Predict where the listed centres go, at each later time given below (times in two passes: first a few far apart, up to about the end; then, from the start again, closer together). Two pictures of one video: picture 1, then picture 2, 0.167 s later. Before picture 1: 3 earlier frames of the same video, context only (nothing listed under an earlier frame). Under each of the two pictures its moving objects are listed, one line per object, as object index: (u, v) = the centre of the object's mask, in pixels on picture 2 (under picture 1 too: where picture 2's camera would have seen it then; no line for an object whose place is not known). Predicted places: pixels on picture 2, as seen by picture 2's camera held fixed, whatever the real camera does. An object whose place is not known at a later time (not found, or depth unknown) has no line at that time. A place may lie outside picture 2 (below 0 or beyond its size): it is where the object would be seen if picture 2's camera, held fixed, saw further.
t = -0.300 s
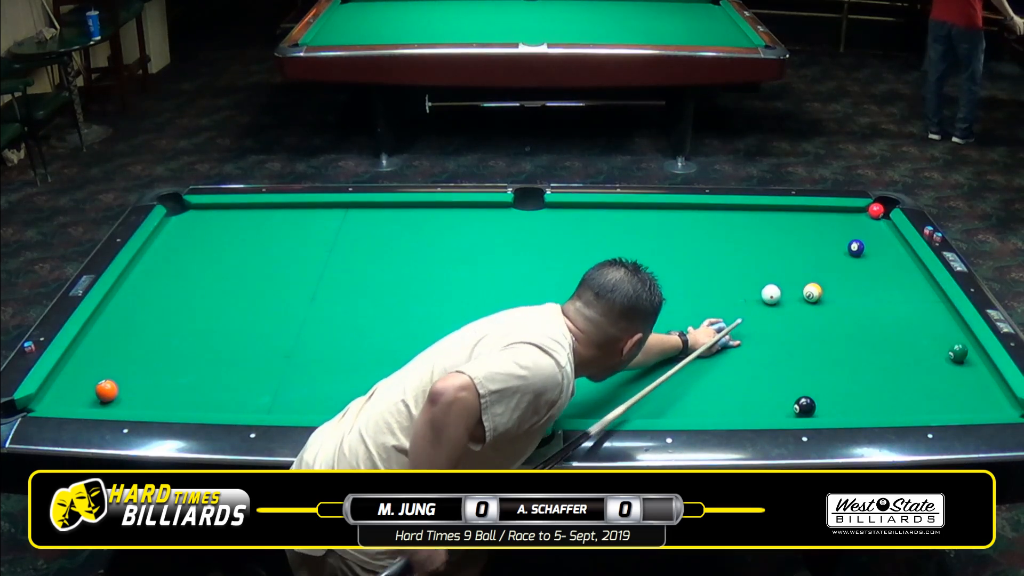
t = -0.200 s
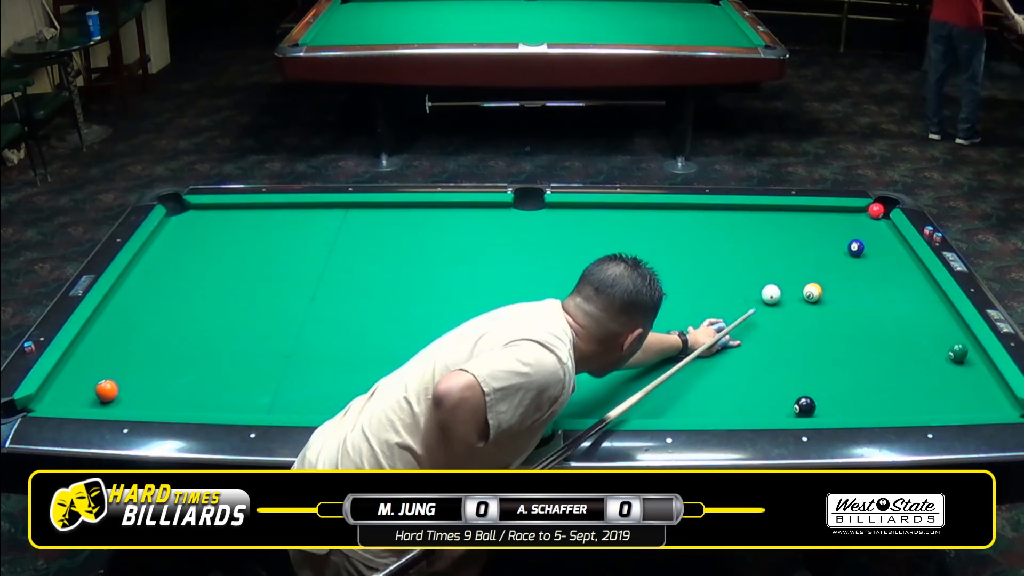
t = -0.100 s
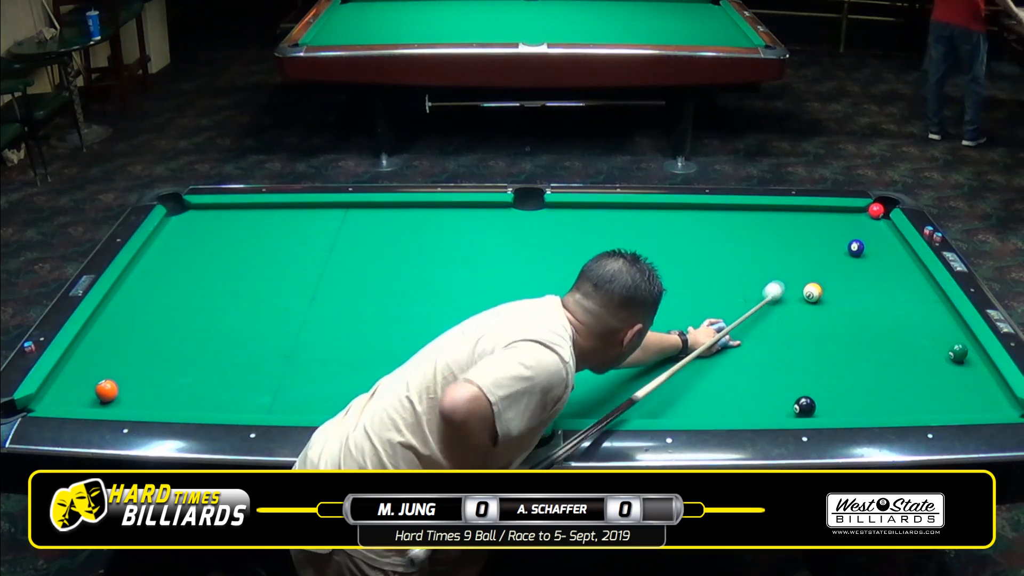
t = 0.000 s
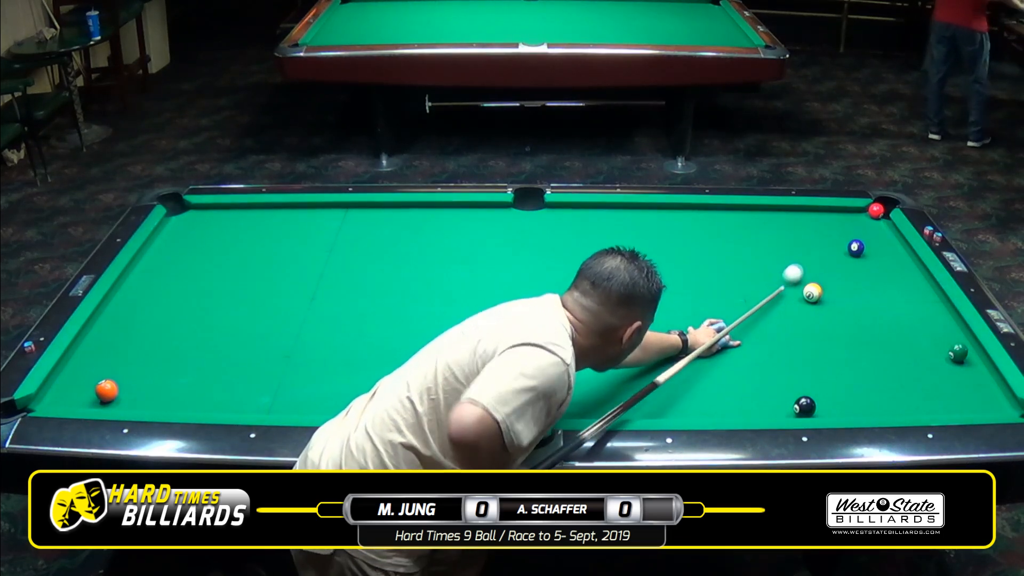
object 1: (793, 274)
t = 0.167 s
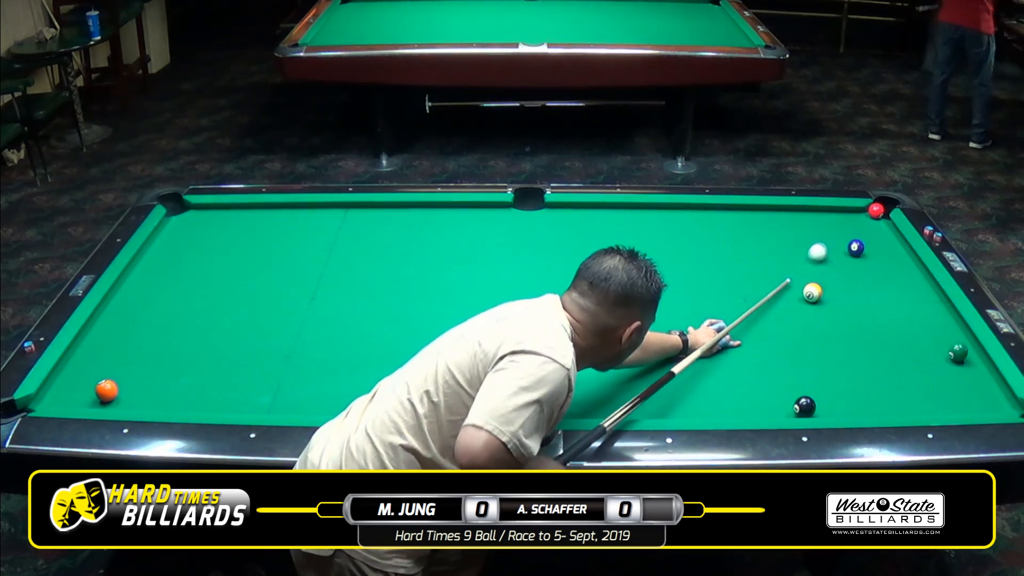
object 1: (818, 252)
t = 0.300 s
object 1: (835, 237)
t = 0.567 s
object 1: (862, 211)
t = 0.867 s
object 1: (883, 224)
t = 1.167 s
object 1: (891, 235)
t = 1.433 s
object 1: (891, 242)
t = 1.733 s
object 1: (890, 251)
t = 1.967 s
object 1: (890, 257)
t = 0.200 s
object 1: (822, 248)
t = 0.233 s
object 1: (826, 244)
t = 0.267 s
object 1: (831, 241)
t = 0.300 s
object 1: (835, 237)
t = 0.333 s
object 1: (839, 233)
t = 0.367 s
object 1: (843, 230)
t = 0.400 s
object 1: (847, 226)
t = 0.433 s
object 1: (851, 222)
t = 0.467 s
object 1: (855, 219)
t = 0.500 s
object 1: (858, 216)
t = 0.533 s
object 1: (862, 213)
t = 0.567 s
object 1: (862, 211)
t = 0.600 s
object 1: (863, 212)
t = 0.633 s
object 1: (865, 214)
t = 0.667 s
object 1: (868, 215)
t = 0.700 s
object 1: (870, 217)
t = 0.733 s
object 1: (873, 218)
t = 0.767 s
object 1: (875, 220)
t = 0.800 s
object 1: (878, 221)
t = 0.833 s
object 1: (881, 223)
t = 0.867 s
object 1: (883, 224)
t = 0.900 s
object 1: (885, 226)
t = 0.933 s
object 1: (888, 227)
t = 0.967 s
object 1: (891, 229)
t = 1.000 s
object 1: (892, 230)
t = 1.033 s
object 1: (892, 231)
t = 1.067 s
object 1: (891, 232)
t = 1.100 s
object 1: (891, 233)
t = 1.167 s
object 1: (891, 235)
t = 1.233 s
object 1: (891, 237)
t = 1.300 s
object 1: (891, 238)
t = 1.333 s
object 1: (891, 239)
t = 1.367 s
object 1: (891, 240)
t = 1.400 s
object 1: (891, 241)
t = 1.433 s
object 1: (891, 242)
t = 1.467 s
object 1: (891, 243)
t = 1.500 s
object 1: (891, 244)
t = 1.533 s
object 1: (891, 245)
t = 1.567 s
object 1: (891, 246)
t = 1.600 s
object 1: (891, 247)
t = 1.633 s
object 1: (891, 248)
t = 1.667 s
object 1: (890, 249)
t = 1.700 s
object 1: (890, 250)
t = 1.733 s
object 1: (890, 251)
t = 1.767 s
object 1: (891, 251)
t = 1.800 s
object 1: (890, 252)
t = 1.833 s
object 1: (890, 253)
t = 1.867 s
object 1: (890, 254)
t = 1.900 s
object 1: (890, 255)
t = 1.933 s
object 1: (890, 256)
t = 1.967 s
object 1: (890, 257)
